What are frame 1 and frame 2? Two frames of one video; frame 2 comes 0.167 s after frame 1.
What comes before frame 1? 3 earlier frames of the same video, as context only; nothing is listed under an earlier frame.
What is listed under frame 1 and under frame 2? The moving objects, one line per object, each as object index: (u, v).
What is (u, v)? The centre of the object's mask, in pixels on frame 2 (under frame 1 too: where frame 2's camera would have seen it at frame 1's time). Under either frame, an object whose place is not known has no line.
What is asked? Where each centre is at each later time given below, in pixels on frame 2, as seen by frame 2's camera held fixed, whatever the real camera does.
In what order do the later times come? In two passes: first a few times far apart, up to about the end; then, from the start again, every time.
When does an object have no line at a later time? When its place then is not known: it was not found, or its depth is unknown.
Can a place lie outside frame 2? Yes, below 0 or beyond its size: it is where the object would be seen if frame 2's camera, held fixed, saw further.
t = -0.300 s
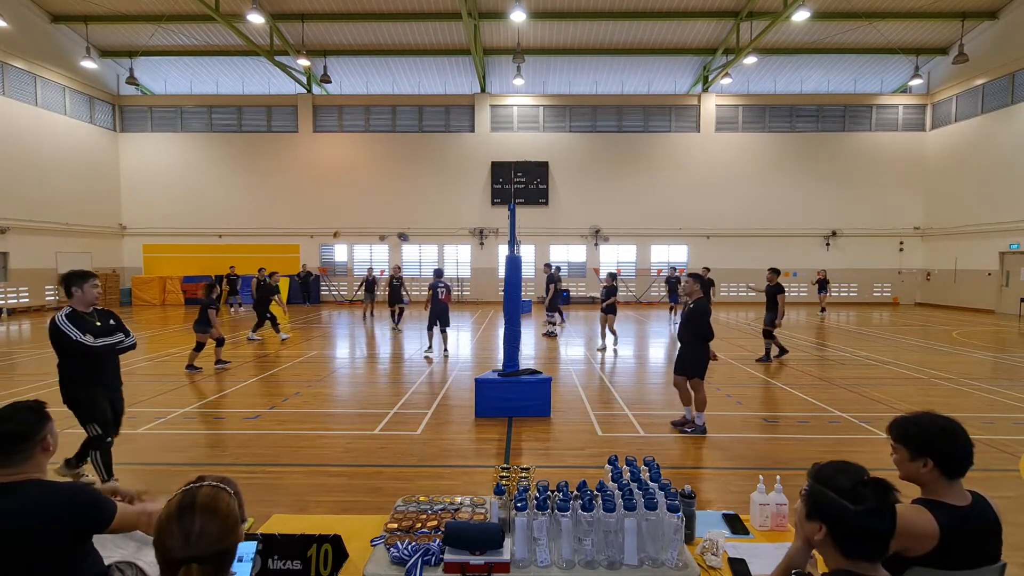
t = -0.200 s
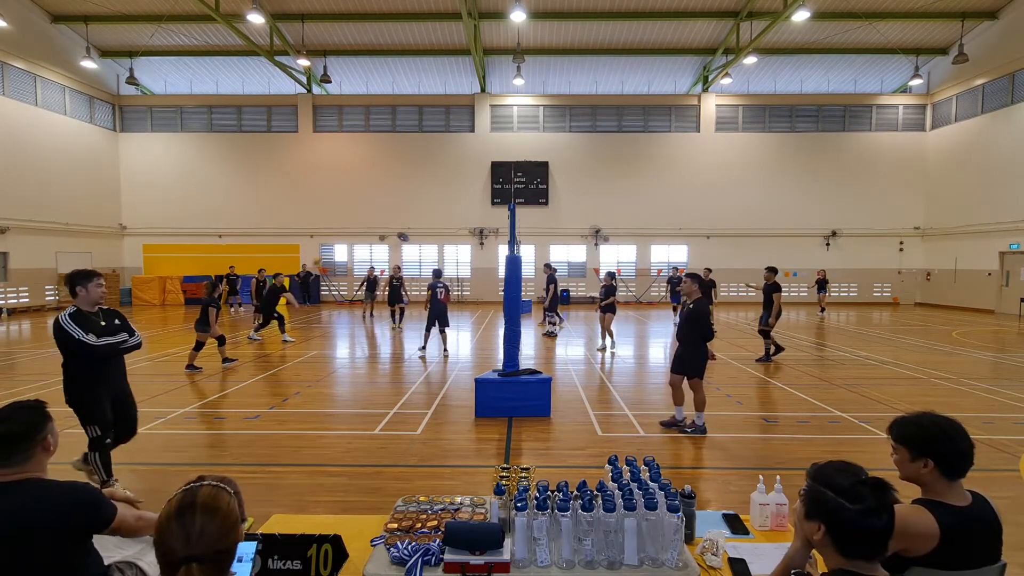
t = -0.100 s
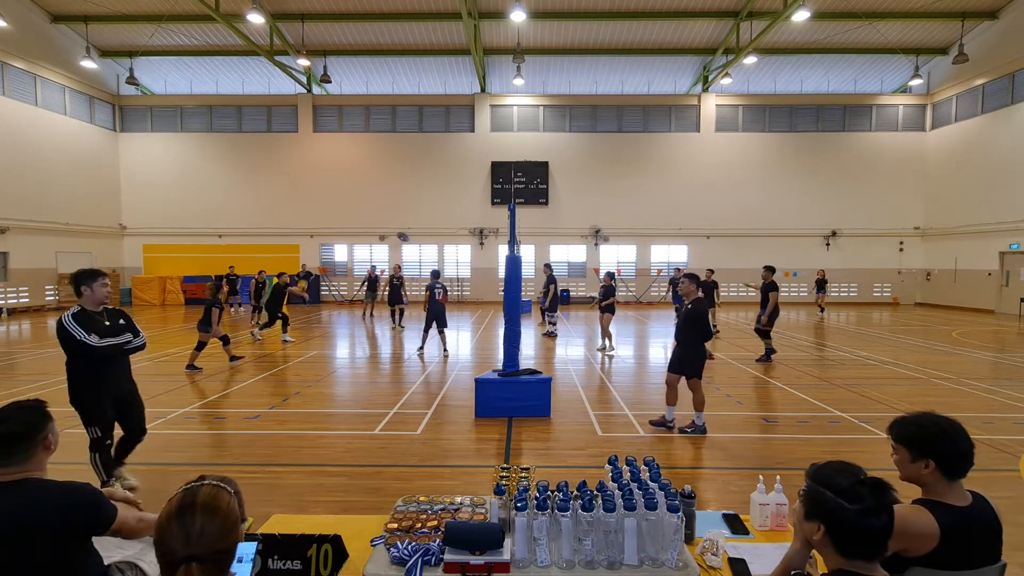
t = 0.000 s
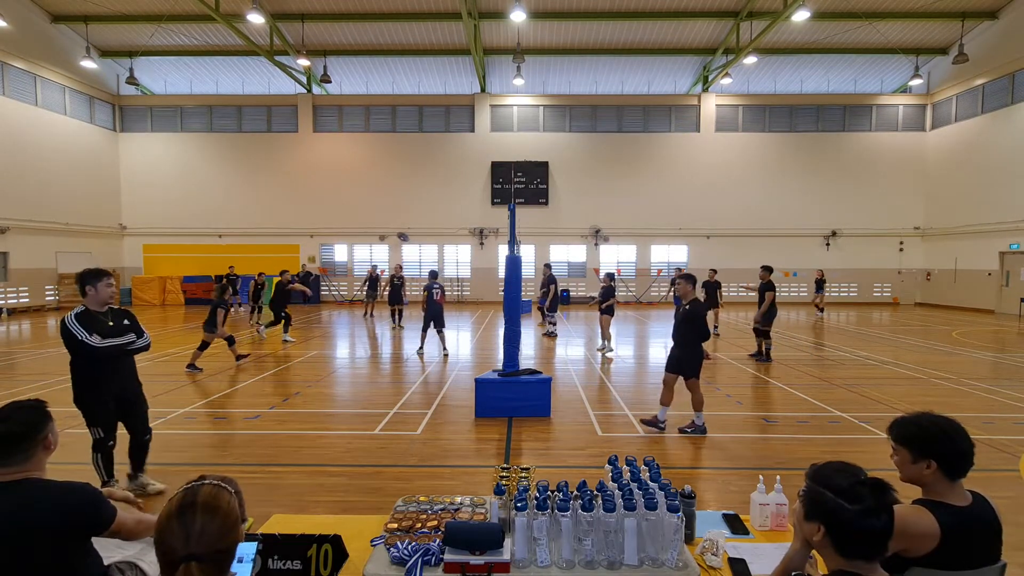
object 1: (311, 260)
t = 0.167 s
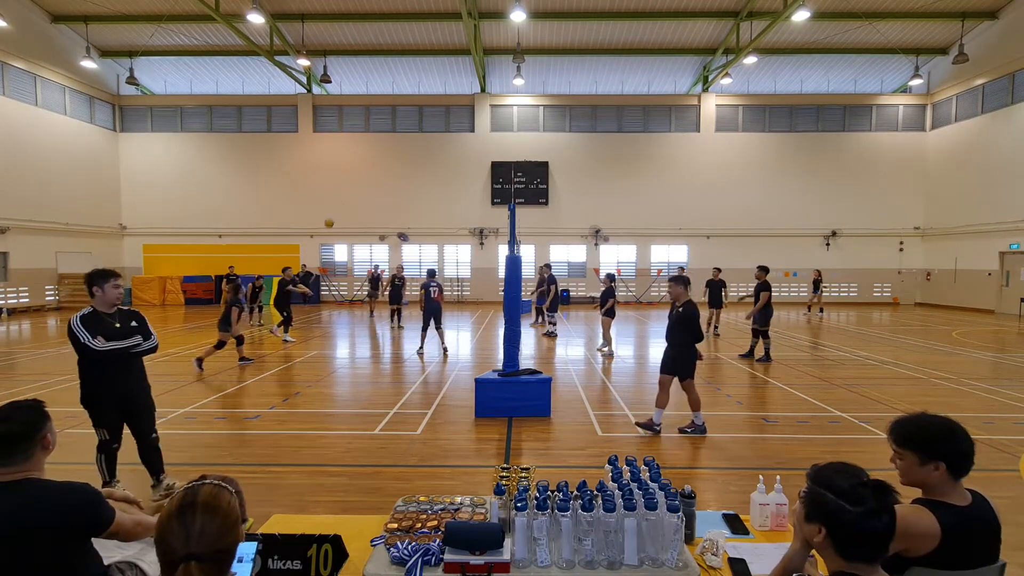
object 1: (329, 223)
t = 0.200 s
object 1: (332, 217)
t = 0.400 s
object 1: (353, 192)
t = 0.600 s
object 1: (374, 185)
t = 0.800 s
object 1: (396, 196)
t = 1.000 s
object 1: (417, 225)
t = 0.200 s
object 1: (332, 217)
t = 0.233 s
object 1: (336, 211)
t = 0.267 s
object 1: (339, 206)
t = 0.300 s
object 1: (342, 202)
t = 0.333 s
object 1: (345, 198)
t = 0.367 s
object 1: (349, 195)
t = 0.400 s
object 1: (353, 192)
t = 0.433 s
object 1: (356, 189)
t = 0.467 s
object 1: (360, 188)
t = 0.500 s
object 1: (364, 186)
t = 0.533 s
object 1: (367, 185)
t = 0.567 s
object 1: (371, 185)
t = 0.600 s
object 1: (374, 185)
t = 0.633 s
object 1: (378, 186)
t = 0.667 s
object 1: (381, 187)
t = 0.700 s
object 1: (385, 189)
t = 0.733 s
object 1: (389, 191)
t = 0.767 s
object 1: (393, 193)
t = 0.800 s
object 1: (396, 196)
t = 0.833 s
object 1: (399, 200)
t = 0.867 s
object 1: (403, 204)
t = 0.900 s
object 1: (407, 208)
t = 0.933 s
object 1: (410, 213)
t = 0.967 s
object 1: (414, 219)
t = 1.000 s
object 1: (417, 225)
